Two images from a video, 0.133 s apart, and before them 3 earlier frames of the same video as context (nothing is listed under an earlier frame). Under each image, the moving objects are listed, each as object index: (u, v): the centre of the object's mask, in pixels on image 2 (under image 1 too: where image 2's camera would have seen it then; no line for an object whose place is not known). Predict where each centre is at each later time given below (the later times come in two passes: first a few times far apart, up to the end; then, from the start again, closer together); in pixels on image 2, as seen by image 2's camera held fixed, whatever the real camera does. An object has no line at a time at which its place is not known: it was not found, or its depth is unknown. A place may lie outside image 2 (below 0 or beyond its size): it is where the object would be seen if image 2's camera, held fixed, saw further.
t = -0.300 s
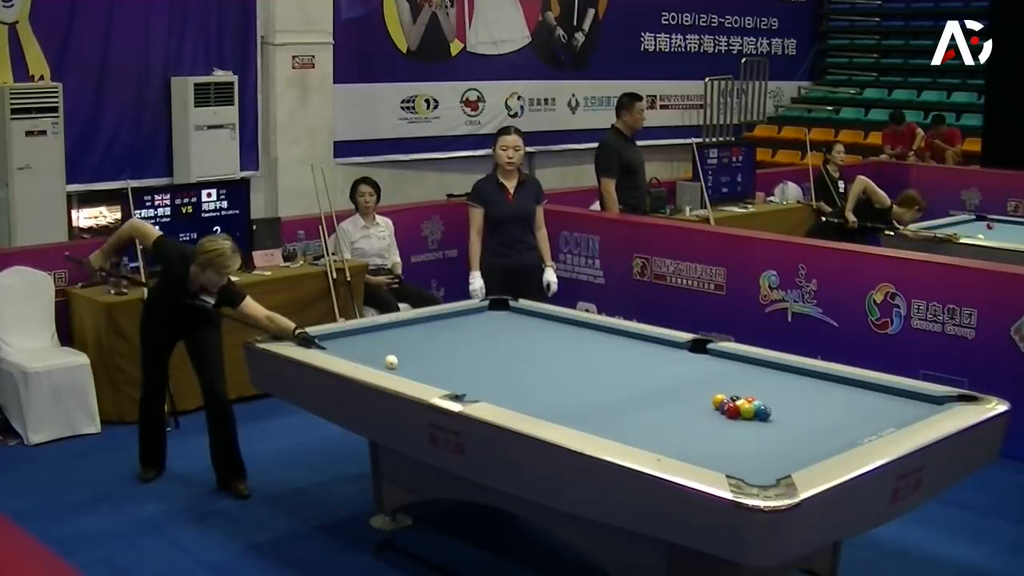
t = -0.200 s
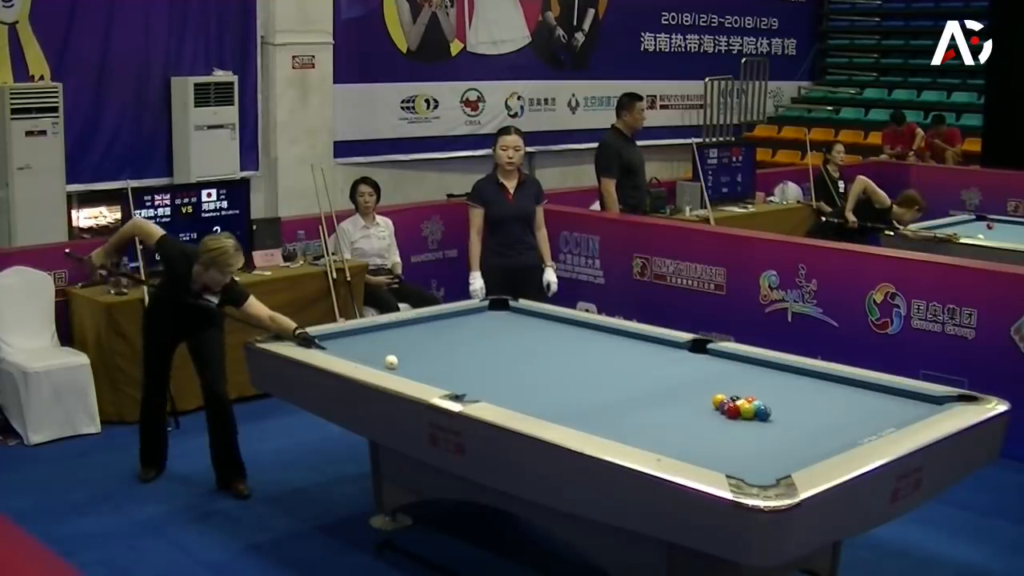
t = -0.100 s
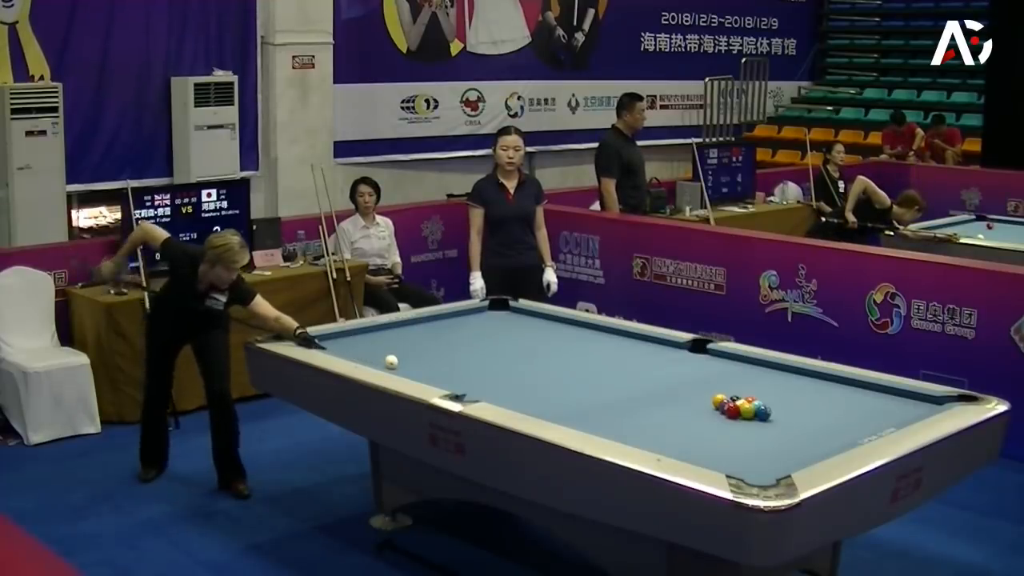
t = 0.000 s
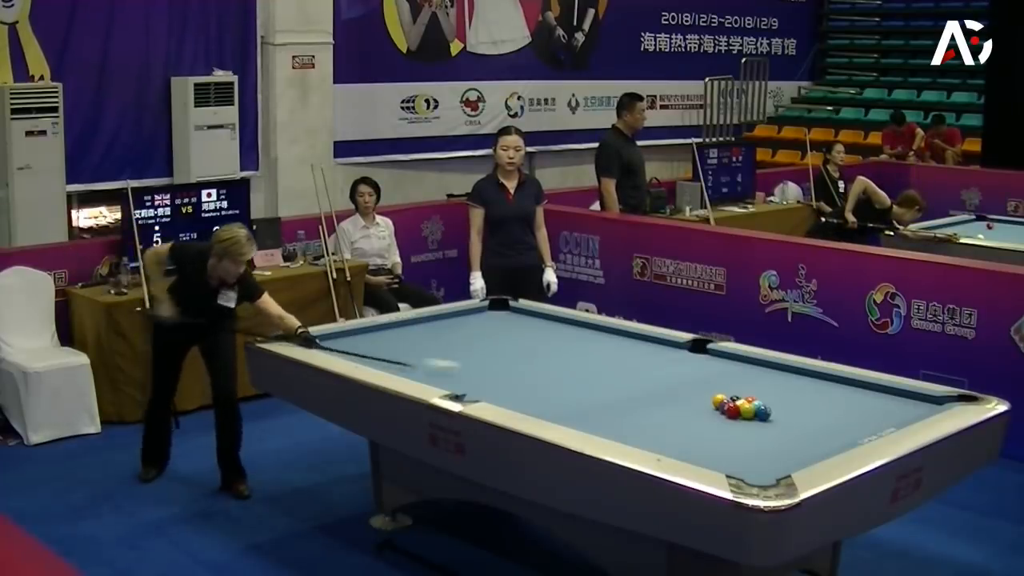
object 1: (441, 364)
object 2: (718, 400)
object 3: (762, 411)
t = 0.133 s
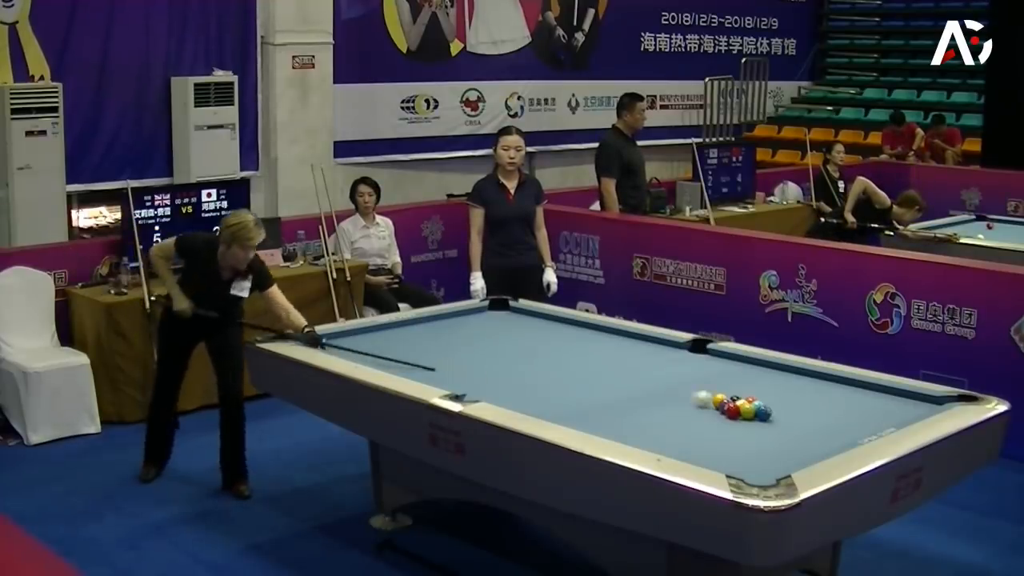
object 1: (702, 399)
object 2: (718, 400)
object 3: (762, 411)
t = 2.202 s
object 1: (624, 348)
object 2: (556, 330)
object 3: (503, 381)
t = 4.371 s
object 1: (603, 329)
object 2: (429, 323)
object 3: (316, 339)
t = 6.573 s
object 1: (598, 329)
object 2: (434, 333)
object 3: (403, 342)
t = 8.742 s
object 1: (598, 329)
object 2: (434, 333)
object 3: (415, 342)
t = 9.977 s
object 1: (598, 329)
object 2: (434, 333)
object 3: (415, 342)
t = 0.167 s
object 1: (700, 396)
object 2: (717, 396)
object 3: (774, 415)
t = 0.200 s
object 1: (693, 394)
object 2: (715, 395)
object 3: (799, 427)
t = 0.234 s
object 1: (688, 393)
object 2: (713, 394)
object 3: (816, 434)
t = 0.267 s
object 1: (681, 392)
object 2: (711, 392)
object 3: (833, 440)
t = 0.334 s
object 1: (671, 389)
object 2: (706, 389)
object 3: (826, 442)
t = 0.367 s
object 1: (667, 388)
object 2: (704, 387)
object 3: (812, 440)
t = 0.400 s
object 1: (663, 387)
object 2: (702, 385)
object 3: (809, 437)
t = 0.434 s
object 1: (660, 385)
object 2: (700, 383)
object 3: (812, 436)
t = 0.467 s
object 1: (658, 384)
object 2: (697, 381)
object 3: (814, 434)
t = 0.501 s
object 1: (656, 383)
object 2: (695, 379)
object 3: (815, 433)
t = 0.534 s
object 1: (655, 382)
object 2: (692, 377)
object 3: (816, 432)
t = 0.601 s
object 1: (653, 380)
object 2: (688, 374)
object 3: (807, 429)
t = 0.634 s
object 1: (652, 380)
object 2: (686, 372)
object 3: (797, 427)
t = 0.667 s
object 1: (652, 378)
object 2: (684, 370)
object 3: (788, 425)
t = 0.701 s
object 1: (651, 378)
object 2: (681, 368)
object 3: (780, 423)
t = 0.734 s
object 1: (650, 377)
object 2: (679, 367)
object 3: (773, 421)
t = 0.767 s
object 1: (649, 376)
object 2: (677, 365)
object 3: (766, 419)
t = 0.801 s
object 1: (648, 375)
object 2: (675, 364)
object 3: (760, 417)
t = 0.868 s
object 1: (647, 374)
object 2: (672, 360)
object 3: (745, 415)
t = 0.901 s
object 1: (646, 373)
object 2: (669, 359)
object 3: (738, 414)
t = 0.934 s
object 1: (645, 372)
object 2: (668, 357)
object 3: (731, 413)
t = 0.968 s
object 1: (645, 371)
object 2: (666, 355)
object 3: (724, 412)
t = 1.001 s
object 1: (644, 370)
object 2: (664, 354)
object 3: (717, 411)
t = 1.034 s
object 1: (643, 370)
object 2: (663, 353)
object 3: (710, 410)
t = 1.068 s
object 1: (643, 369)
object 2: (661, 351)
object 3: (704, 409)
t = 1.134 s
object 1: (641, 368)
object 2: (657, 348)
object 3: (691, 407)
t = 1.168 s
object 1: (640, 367)
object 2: (655, 346)
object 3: (684, 406)
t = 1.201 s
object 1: (640, 366)
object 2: (653, 345)
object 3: (677, 406)
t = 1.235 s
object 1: (639, 365)
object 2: (652, 344)
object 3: (671, 405)
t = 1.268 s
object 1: (638, 365)
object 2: (650, 342)
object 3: (665, 404)
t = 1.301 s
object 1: (638, 364)
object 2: (648, 341)
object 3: (658, 403)
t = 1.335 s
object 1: (638, 363)
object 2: (646, 340)
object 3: (652, 401)
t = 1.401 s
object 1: (636, 362)
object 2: (642, 338)
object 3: (639, 401)
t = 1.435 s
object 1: (635, 361)
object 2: (638, 338)
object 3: (633, 400)
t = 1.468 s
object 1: (635, 361)
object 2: (634, 337)
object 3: (627, 399)
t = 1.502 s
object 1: (634, 360)
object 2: (630, 337)
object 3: (621, 398)
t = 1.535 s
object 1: (634, 359)
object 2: (626, 336)
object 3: (615, 397)
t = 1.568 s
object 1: (633, 359)
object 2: (623, 336)
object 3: (609, 396)
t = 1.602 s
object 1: (633, 358)
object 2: (619, 336)
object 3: (603, 396)
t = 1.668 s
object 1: (631, 357)
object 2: (611, 335)
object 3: (591, 393)
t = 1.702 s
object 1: (631, 357)
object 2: (608, 334)
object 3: (585, 393)
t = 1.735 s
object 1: (630, 356)
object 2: (604, 334)
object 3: (580, 392)
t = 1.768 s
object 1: (630, 355)
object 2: (601, 334)
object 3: (574, 392)
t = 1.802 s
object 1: (629, 354)
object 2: (597, 333)
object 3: (568, 390)
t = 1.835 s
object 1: (629, 354)
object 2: (594, 333)
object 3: (562, 389)
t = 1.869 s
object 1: (628, 353)
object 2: (590, 333)
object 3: (557, 388)
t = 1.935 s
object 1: (628, 352)
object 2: (583, 332)
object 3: (546, 387)
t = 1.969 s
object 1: (627, 352)
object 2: (579, 332)
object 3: (540, 387)
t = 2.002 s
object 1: (627, 351)
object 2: (576, 331)
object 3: (535, 385)
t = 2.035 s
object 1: (626, 351)
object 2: (573, 331)
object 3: (529, 385)
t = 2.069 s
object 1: (626, 350)
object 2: (569, 331)
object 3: (524, 384)
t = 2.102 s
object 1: (626, 350)
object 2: (566, 331)
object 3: (519, 383)
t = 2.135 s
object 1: (625, 349)
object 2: (563, 331)
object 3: (514, 383)
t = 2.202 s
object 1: (624, 348)
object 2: (556, 330)
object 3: (503, 381)
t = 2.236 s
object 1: (623, 348)
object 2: (553, 330)
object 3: (499, 381)
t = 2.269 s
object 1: (623, 347)
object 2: (550, 330)
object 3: (493, 380)
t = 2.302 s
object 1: (623, 347)
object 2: (547, 329)
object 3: (488, 379)
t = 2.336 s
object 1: (622, 346)
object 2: (544, 329)
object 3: (483, 379)
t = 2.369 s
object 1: (622, 346)
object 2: (541, 329)
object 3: (478, 378)
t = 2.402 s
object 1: (622, 345)
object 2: (537, 328)
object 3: (474, 377)
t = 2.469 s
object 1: (621, 344)
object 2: (531, 328)
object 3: (464, 376)
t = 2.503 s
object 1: (621, 344)
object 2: (528, 328)
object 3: (460, 375)
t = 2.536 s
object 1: (621, 344)
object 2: (525, 327)
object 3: (455, 375)
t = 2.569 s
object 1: (620, 343)
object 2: (522, 327)
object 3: (450, 374)
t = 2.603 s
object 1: (620, 343)
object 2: (519, 327)
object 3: (446, 373)
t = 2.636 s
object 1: (620, 342)
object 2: (516, 327)
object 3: (441, 372)
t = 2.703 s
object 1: (619, 342)
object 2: (511, 326)
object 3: (432, 371)
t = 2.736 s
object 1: (619, 341)
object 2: (508, 326)
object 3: (428, 371)
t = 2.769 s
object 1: (619, 341)
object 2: (505, 326)
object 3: (423, 370)
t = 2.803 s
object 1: (619, 340)
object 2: (502, 325)
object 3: (419, 369)
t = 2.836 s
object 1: (618, 340)
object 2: (499, 325)
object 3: (415, 369)
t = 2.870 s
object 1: (618, 340)
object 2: (496, 325)
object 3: (410, 368)
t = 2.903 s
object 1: (617, 339)
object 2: (494, 325)
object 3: (406, 367)
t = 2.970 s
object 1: (616, 339)
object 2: (488, 324)
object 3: (398, 365)
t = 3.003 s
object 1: (616, 338)
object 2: (486, 324)
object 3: (394, 364)
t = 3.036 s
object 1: (615, 338)
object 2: (483, 324)
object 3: (390, 364)
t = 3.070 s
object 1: (615, 337)
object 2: (480, 324)
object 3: (386, 363)
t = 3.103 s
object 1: (615, 337)
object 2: (478, 324)
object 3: (382, 363)
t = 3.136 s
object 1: (615, 337)
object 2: (475, 323)
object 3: (378, 362)
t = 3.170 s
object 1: (614, 336)
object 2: (473, 323)
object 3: (374, 361)
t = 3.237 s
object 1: (614, 336)
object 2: (468, 322)
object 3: (367, 360)
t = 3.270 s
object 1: (614, 335)
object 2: (465, 322)
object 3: (364, 359)
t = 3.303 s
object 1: (613, 335)
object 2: (463, 322)
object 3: (361, 358)
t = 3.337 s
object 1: (613, 335)
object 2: (460, 322)
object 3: (357, 357)
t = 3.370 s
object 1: (613, 335)
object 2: (458, 322)
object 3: (355, 356)
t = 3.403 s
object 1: (612, 334)
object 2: (455, 321)
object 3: (353, 355)
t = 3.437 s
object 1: (612, 334)
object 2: (453, 321)
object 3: (352, 355)
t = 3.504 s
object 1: (612, 333)
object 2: (448, 321)
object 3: (349, 353)
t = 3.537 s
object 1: (611, 333)
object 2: (446, 321)
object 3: (347, 353)
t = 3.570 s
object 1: (611, 333)
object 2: (444, 320)
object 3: (345, 352)
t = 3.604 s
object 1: (611, 333)
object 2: (442, 320)
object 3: (344, 351)
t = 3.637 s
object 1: (611, 332)
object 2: (440, 320)
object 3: (342, 350)
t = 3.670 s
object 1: (610, 332)
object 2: (437, 320)
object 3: (341, 350)
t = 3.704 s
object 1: (610, 332)
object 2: (435, 320)
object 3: (340, 350)
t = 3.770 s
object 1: (609, 331)
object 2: (430, 319)
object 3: (337, 349)
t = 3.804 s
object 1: (610, 331)
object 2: (428, 319)
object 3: (336, 348)
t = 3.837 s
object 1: (609, 331)
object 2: (427, 319)
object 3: (334, 348)
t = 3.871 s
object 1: (609, 330)
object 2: (427, 320)
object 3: (333, 347)
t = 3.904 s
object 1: (609, 330)
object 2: (427, 320)
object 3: (331, 346)
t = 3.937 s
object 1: (609, 330)
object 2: (428, 320)
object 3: (330, 345)
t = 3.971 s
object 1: (608, 330)
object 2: (427, 320)
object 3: (329, 345)
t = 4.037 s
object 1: (607, 330)
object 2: (428, 321)
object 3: (327, 344)
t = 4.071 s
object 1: (607, 330)
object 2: (428, 321)
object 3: (326, 343)
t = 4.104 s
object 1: (606, 330)
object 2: (428, 322)
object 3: (324, 343)
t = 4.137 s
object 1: (606, 330)
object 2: (428, 322)
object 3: (323, 342)
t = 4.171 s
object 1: (605, 330)
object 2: (428, 322)
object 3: (322, 342)
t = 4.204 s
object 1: (605, 330)
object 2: (428, 322)
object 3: (321, 341)
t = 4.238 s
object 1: (604, 330)
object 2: (428, 322)
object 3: (320, 341)
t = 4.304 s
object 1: (603, 330)
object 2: (429, 323)
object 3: (317, 340)
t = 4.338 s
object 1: (603, 329)
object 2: (429, 323)
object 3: (316, 339)
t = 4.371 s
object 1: (603, 329)
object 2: (429, 323)
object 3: (316, 339)
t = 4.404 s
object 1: (602, 329)
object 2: (429, 324)
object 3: (318, 339)
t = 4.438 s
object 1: (602, 329)
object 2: (429, 324)
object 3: (319, 339)
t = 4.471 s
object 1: (602, 329)
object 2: (430, 324)
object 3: (321, 339)
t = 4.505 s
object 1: (601, 329)
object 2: (430, 324)
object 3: (324, 339)
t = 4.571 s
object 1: (600, 329)
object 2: (430, 325)
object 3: (327, 339)
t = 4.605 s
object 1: (600, 329)
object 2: (430, 325)
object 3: (329, 339)
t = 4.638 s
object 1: (600, 329)
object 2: (430, 325)
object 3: (331, 339)
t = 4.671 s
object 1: (600, 329)
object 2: (430, 326)
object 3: (332, 339)
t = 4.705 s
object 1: (599, 329)
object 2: (430, 326)
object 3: (334, 339)
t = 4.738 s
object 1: (600, 329)
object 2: (430, 326)
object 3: (336, 339)
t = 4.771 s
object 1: (599, 329)
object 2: (431, 326)
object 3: (337, 339)
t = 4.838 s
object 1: (599, 329)
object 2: (431, 327)
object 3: (341, 339)
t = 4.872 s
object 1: (599, 329)
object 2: (431, 327)
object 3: (342, 339)
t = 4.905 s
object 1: (599, 329)
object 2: (431, 327)
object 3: (344, 339)
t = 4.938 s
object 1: (598, 329)
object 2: (431, 327)
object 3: (346, 339)
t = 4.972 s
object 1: (598, 329)
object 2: (431, 328)
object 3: (347, 339)
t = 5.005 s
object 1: (598, 329)
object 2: (431, 328)
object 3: (349, 340)
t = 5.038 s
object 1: (598, 329)
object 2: (431, 328)
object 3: (350, 340)
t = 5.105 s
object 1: (598, 329)
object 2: (432, 329)
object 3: (353, 340)
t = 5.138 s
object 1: (598, 329)
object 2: (432, 329)
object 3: (355, 340)
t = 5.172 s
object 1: (598, 329)
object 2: (432, 329)
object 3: (357, 340)
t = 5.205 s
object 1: (598, 329)
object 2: (432, 329)
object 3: (358, 340)
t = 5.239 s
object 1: (598, 329)
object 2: (432, 329)
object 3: (359, 340)
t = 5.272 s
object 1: (598, 329)
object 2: (432, 329)
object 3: (361, 340)
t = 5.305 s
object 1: (598, 329)
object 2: (432, 330)
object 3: (362, 341)
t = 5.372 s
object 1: (598, 329)
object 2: (432, 330)
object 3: (365, 341)
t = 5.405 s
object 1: (598, 329)
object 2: (432, 330)
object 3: (366, 341)
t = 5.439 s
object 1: (598, 329)
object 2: (432, 330)
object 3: (368, 341)
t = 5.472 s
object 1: (598, 329)
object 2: (432, 331)
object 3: (369, 341)
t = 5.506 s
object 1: (598, 329)
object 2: (432, 331)
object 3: (370, 341)
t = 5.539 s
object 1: (598, 329)
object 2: (433, 331)
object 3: (372, 341)
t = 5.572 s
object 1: (598, 329)
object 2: (432, 331)
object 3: (373, 341)
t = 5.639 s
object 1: (598, 329)
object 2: (433, 331)
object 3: (376, 341)
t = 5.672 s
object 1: (598, 329)
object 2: (433, 331)
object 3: (377, 341)
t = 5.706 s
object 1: (598, 329)
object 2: (433, 331)
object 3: (378, 341)
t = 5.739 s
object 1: (598, 329)
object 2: (433, 331)
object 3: (379, 341)
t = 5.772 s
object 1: (598, 329)
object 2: (433, 332)
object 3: (381, 341)
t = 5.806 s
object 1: (598, 329)
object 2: (433, 332)
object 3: (381, 341)
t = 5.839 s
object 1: (598, 329)
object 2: (433, 332)
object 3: (383, 341)
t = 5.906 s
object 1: (598, 329)
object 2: (433, 332)
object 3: (385, 341)
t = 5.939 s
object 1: (598, 329)
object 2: (433, 332)
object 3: (386, 341)
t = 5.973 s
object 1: (598, 329)
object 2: (433, 332)
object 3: (387, 341)
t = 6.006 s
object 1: (598, 329)
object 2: (433, 332)
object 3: (388, 341)
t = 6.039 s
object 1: (598, 329)
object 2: (433, 332)
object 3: (389, 341)
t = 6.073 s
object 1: (598, 329)
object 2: (433, 332)
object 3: (390, 342)
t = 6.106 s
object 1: (598, 329)
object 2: (433, 332)
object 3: (391, 342)
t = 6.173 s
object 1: (598, 329)
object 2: (433, 333)
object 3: (393, 342)
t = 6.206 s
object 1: (598, 329)
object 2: (433, 333)
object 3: (394, 342)
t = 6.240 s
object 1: (598, 329)
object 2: (433, 333)
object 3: (395, 341)
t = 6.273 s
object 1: (598, 329)
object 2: (434, 333)
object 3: (396, 341)
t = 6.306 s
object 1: (598, 329)
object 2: (434, 333)
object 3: (397, 342)
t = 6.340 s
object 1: (598, 329)
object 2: (433, 333)
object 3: (397, 342)
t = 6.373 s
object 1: (598, 329)
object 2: (433, 333)
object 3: (398, 342)
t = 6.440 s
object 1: (598, 329)
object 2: (434, 333)
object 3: (400, 342)
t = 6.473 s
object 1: (598, 329)
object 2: (434, 333)
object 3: (401, 342)
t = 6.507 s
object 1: (598, 329)
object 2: (434, 333)
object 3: (401, 342)
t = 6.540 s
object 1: (598, 329)
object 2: (434, 333)
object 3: (402, 342)
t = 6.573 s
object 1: (598, 329)
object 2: (434, 333)
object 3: (403, 342)
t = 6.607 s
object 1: (598, 329)
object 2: (434, 333)
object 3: (403, 343)
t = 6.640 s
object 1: (598, 329)
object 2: (434, 333)
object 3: (403, 342)
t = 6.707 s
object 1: (598, 329)
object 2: (434, 333)
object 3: (405, 342)
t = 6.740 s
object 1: (598, 329)
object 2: (434, 333)
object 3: (406, 342)
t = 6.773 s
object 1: (598, 329)
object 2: (434, 333)
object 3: (406, 342)
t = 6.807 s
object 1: (598, 329)
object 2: (434, 333)
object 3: (407, 342)
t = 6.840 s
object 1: (598, 329)
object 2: (434, 333)
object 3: (408, 342)
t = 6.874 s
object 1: (598, 329)
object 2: (434, 333)
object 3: (408, 342)
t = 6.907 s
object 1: (598, 329)
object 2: (434, 333)
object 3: (408, 342)
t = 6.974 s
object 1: (598, 329)
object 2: (434, 333)
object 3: (409, 342)
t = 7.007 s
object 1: (598, 329)
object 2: (434, 333)
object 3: (410, 342)
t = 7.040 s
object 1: (598, 329)
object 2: (434, 333)
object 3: (410, 342)
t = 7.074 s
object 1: (598, 329)
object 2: (434, 333)
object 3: (411, 342)
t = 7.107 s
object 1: (598, 329)
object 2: (434, 333)
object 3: (411, 342)
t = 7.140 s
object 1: (598, 329)
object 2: (434, 333)
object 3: (412, 343)
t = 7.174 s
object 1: (598, 329)
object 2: (434, 333)
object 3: (412, 342)
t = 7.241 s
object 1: (598, 329)
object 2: (434, 333)
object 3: (413, 342)
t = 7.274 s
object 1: (598, 329)
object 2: (434, 333)
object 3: (413, 342)
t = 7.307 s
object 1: (598, 329)
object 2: (434, 333)
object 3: (414, 342)
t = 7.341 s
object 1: (598, 329)
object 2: (434, 333)
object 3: (414, 342)
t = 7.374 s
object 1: (598, 329)
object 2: (434, 333)
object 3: (414, 342)
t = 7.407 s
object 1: (598, 329)
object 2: (434, 333)
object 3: (414, 342)
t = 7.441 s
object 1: (598, 329)
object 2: (434, 333)
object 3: (414, 342)
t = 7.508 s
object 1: (598, 329)
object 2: (434, 333)
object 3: (415, 342)
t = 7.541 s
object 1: (598, 329)
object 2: (434, 333)
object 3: (415, 342)
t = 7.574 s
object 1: (598, 329)
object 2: (434, 333)
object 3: (415, 342)
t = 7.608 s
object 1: (598, 329)
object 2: (434, 333)
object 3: (415, 342)
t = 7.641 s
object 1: (598, 329)
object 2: (434, 333)
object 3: (415, 342)
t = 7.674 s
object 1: (598, 329)
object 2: (434, 333)
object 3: (415, 342)
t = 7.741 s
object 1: (598, 329)
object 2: (434, 333)
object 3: (415, 342)
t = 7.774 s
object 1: (598, 329)
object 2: (434, 333)
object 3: (415, 342)
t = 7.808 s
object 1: (598, 329)
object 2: (434, 333)
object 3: (415, 342)
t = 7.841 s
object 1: (598, 329)
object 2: (434, 333)
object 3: (415, 342)
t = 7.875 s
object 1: (598, 329)
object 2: (434, 333)
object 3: (415, 342)
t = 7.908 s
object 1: (598, 329)
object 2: (434, 333)
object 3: (415, 342)
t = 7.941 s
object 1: (598, 329)
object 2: (434, 333)
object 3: (415, 342)
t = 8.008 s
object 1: (598, 329)
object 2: (434, 333)
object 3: (415, 342)
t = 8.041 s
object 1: (598, 329)
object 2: (434, 333)
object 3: (415, 342)
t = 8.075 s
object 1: (598, 329)
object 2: (434, 333)
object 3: (415, 342)
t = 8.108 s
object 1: (598, 329)
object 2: (434, 333)
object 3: (415, 342)
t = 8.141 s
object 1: (598, 329)
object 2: (434, 333)
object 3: (415, 342)
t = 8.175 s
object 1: (598, 329)
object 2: (434, 333)
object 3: (415, 342)
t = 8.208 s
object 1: (598, 329)
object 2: (434, 333)
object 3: (415, 342)
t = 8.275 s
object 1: (598, 329)
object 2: (434, 333)
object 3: (415, 342)
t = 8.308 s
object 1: (598, 329)
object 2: (434, 333)
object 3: (415, 342)
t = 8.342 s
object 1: (598, 329)
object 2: (434, 333)
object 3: (415, 342)
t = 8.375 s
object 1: (598, 329)
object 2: (434, 333)
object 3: (415, 342)
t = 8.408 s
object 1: (598, 329)
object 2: (434, 333)
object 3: (415, 342)
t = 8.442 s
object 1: (598, 329)
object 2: (434, 333)
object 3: (415, 342)
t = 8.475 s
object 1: (598, 329)
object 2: (434, 333)
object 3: (415, 342)
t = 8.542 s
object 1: (598, 329)
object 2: (434, 333)
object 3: (415, 342)
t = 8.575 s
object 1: (598, 329)
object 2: (434, 333)
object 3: (415, 342)
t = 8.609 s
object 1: (598, 329)
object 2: (434, 333)
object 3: (415, 342)
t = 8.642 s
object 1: (598, 329)
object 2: (434, 333)
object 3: (415, 342)
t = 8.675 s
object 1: (598, 329)
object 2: (434, 333)
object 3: (415, 342)
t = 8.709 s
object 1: (598, 329)
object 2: (434, 333)
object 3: (415, 342)
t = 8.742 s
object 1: (598, 329)
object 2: (434, 333)
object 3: (415, 342)
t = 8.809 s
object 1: (598, 329)
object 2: (434, 333)
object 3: (415, 342)
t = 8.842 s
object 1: (598, 329)
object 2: (434, 333)
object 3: (415, 342)
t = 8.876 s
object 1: (598, 329)
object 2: (434, 333)
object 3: (415, 342)
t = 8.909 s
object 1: (598, 329)
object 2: (434, 333)
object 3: (415, 342)
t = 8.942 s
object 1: (598, 329)
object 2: (434, 333)
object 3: (415, 342)
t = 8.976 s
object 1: (598, 329)
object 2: (434, 333)
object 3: (415, 342)
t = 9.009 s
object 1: (598, 329)
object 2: (434, 333)
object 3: (415, 342)
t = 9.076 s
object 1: (598, 329)
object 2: (434, 333)
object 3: (415, 342)
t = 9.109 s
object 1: (598, 329)
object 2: (434, 333)
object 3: (415, 342)
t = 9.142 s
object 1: (598, 329)
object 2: (434, 333)
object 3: (415, 342)
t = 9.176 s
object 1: (598, 329)
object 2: (434, 333)
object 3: (415, 342)
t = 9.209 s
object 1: (598, 329)
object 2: (434, 333)
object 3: (415, 342)
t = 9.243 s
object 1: (598, 329)
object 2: (434, 333)
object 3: (415, 342)
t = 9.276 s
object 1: (598, 329)
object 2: (434, 333)
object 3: (415, 342)
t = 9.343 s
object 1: (598, 329)
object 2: (434, 333)
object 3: (415, 342)
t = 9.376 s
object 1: (598, 329)
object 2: (434, 333)
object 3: (415, 342)
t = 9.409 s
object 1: (598, 329)
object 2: (434, 333)
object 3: (415, 342)
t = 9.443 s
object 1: (598, 329)
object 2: (434, 333)
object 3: (415, 342)
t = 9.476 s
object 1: (598, 329)
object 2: (434, 333)
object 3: (415, 342)
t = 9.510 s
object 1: (598, 329)
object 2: (434, 333)
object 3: (415, 342)
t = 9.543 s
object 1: (598, 329)
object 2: (434, 333)
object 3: (415, 342)
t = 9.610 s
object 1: (598, 329)
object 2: (434, 333)
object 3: (415, 342)
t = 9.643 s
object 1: (598, 329)
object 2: (434, 333)
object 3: (415, 342)
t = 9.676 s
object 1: (598, 329)
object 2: (434, 333)
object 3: (415, 342)
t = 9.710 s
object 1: (598, 329)
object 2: (434, 333)
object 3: (415, 343)
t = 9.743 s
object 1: (598, 329)
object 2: (434, 333)
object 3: (415, 343)
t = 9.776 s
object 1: (598, 329)
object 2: (434, 333)
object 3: (415, 342)
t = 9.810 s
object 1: (598, 329)
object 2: (434, 333)
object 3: (415, 342)
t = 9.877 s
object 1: (598, 329)
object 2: (434, 333)
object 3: (415, 342)
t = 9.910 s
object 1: (598, 329)
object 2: (434, 333)
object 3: (415, 342)
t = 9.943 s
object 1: (598, 329)
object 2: (434, 333)
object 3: (415, 342)
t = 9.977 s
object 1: (598, 329)
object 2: (434, 333)
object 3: (415, 342)
